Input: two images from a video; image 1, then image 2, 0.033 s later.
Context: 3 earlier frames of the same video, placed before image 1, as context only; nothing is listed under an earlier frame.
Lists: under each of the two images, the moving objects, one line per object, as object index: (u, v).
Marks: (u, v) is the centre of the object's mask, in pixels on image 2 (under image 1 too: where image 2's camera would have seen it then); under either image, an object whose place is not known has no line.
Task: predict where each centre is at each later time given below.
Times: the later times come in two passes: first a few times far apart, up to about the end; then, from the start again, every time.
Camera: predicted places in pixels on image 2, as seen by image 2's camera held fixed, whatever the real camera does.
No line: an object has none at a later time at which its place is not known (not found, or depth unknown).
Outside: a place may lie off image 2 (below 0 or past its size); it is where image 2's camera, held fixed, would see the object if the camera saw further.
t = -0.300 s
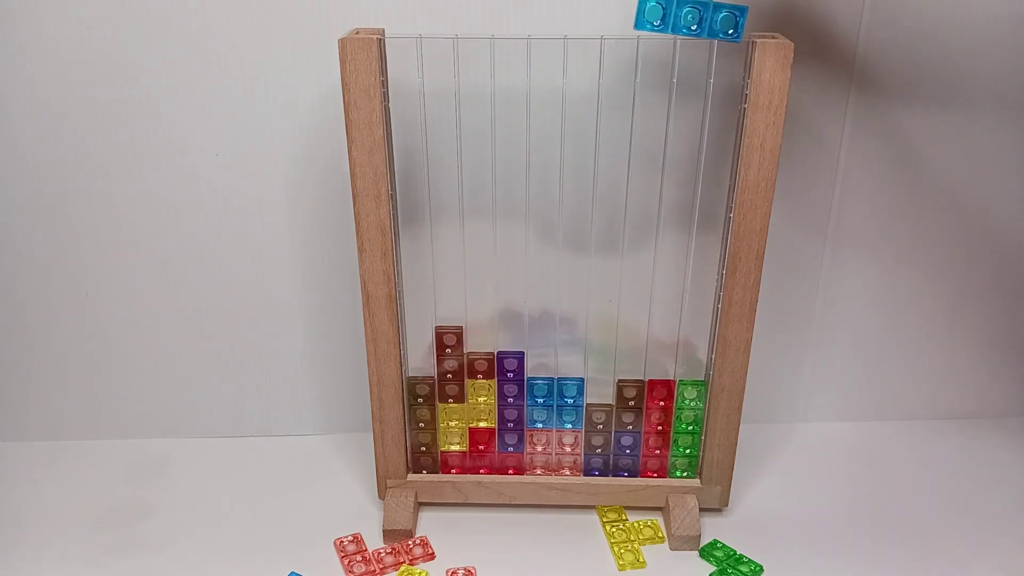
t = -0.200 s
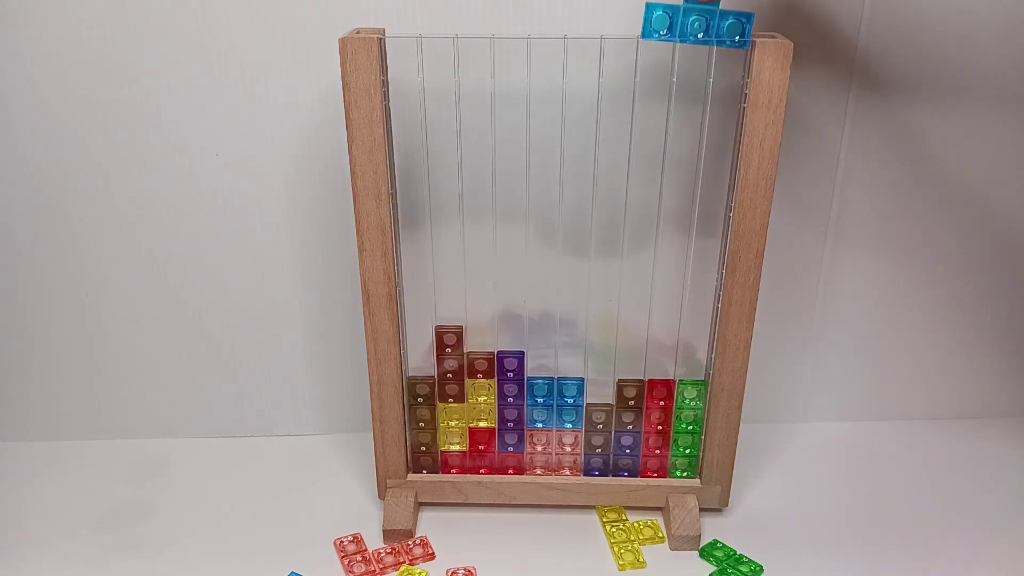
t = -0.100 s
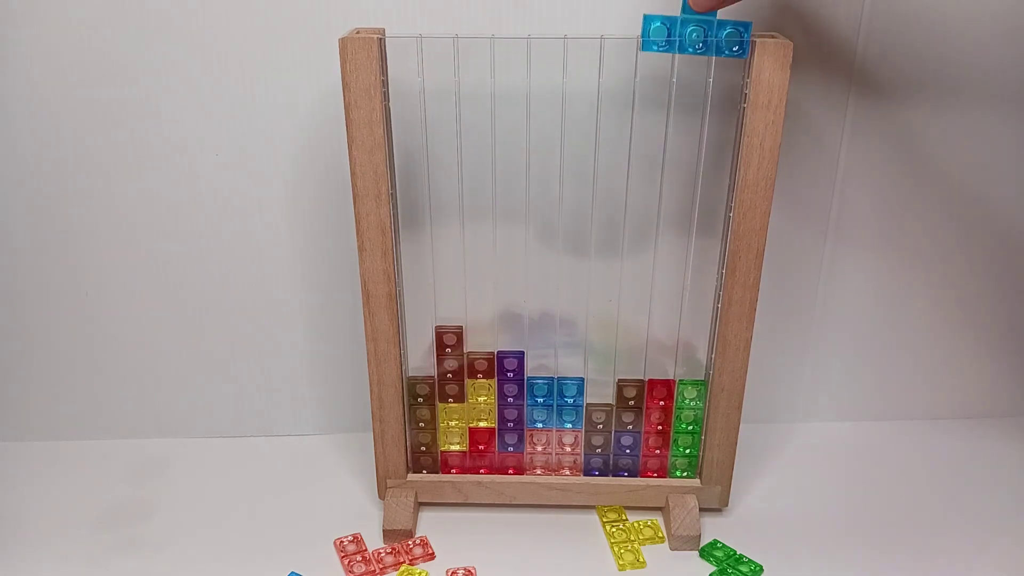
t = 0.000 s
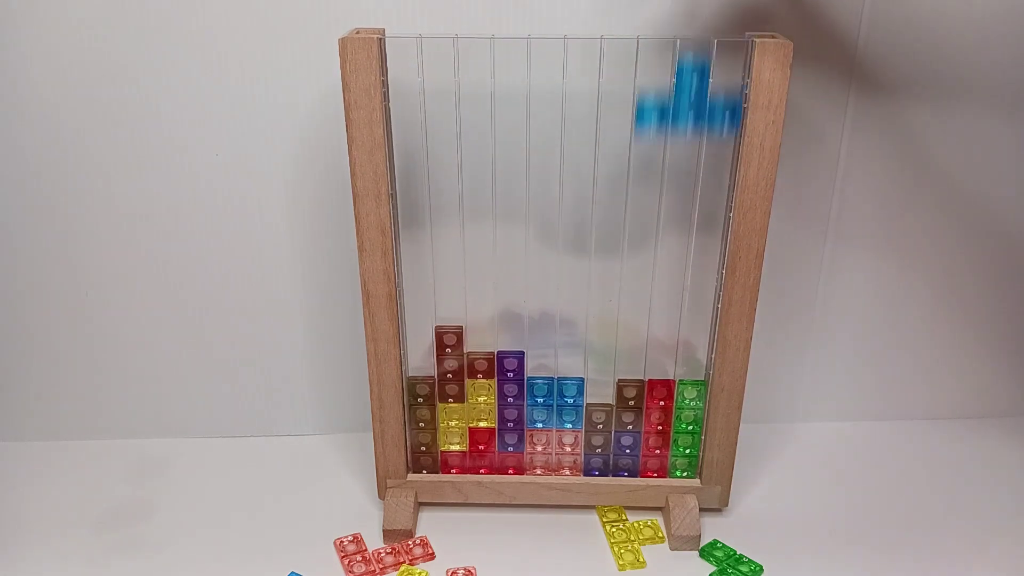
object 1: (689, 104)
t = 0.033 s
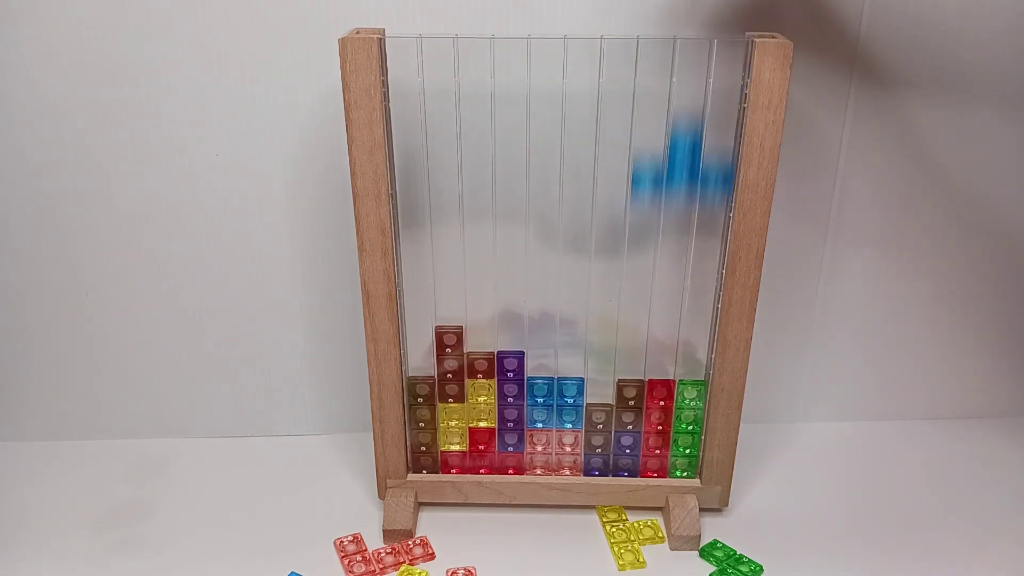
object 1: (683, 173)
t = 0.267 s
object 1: (664, 353)
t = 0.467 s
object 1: (664, 361)
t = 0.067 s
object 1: (671, 261)
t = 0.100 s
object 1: (665, 356)
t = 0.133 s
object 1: (667, 331)
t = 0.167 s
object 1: (669, 316)
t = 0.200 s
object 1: (667, 323)
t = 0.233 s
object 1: (663, 352)
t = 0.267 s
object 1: (664, 353)
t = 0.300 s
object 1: (664, 354)
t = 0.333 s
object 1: (664, 359)
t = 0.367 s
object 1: (664, 360)
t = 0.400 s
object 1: (664, 361)
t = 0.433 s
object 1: (664, 361)
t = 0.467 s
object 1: (664, 361)
